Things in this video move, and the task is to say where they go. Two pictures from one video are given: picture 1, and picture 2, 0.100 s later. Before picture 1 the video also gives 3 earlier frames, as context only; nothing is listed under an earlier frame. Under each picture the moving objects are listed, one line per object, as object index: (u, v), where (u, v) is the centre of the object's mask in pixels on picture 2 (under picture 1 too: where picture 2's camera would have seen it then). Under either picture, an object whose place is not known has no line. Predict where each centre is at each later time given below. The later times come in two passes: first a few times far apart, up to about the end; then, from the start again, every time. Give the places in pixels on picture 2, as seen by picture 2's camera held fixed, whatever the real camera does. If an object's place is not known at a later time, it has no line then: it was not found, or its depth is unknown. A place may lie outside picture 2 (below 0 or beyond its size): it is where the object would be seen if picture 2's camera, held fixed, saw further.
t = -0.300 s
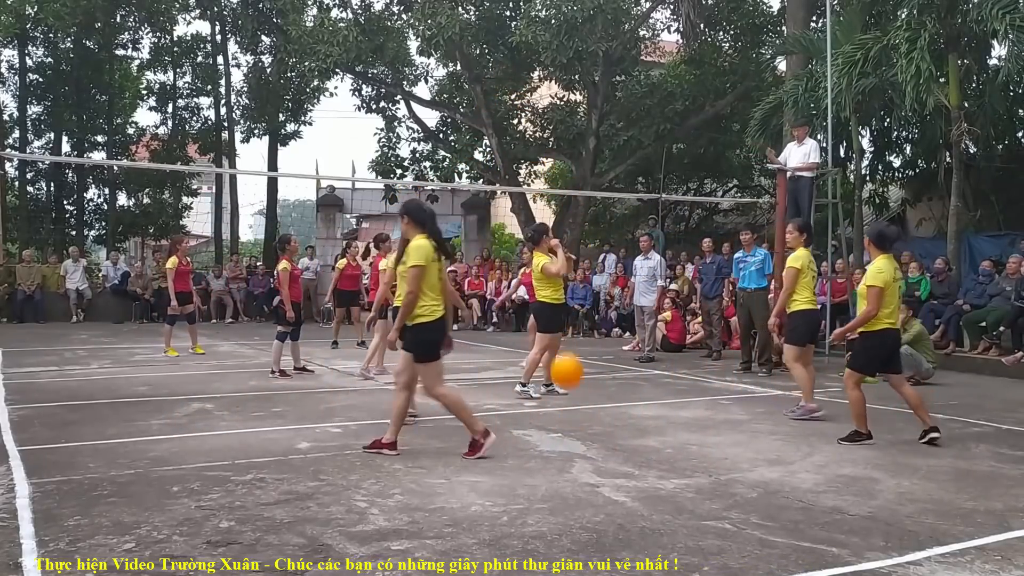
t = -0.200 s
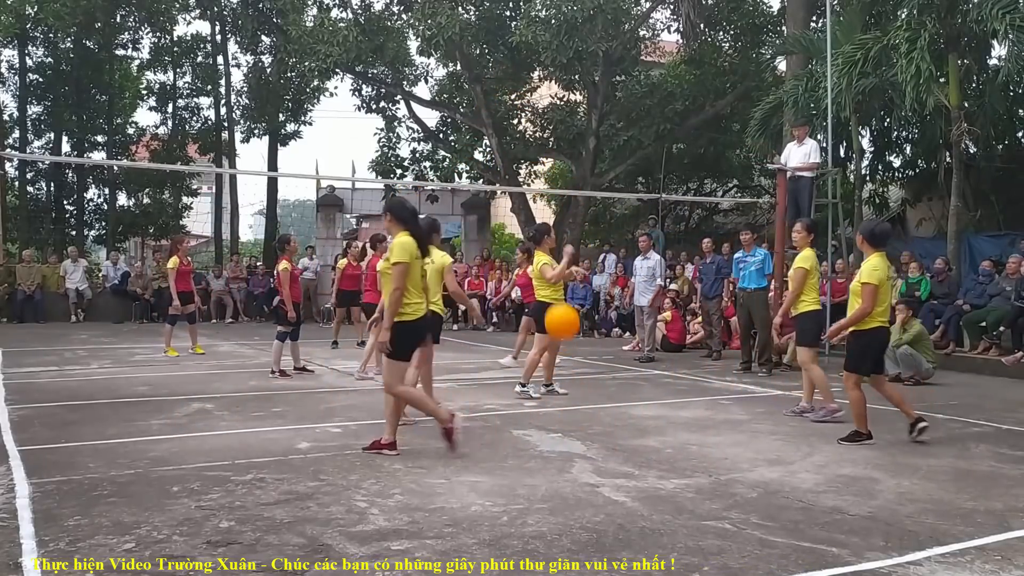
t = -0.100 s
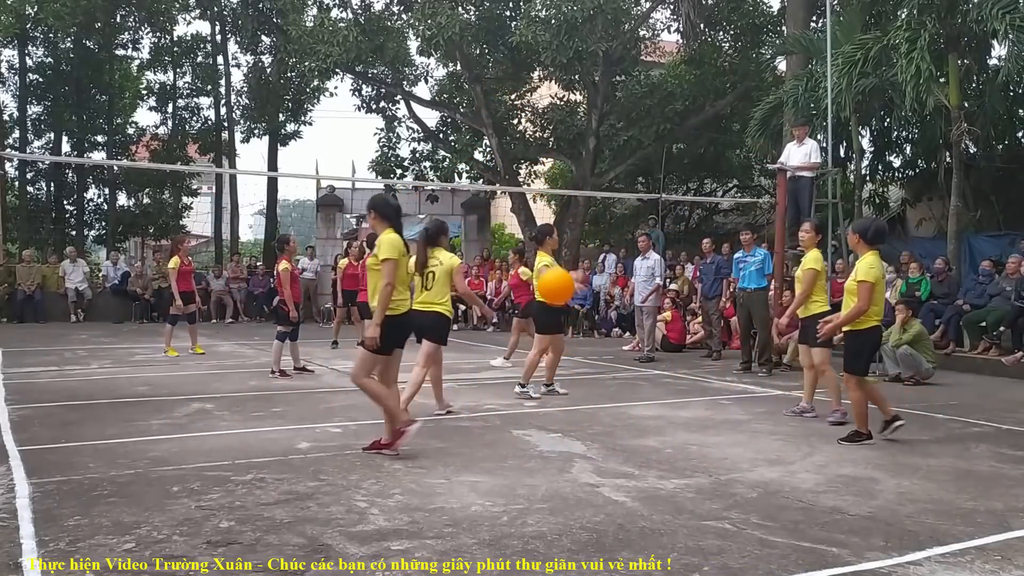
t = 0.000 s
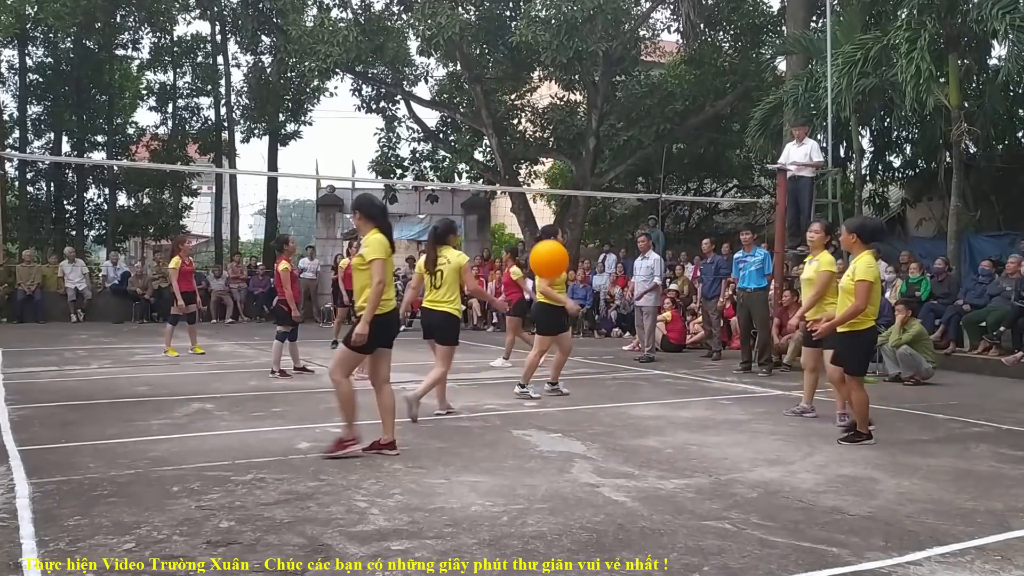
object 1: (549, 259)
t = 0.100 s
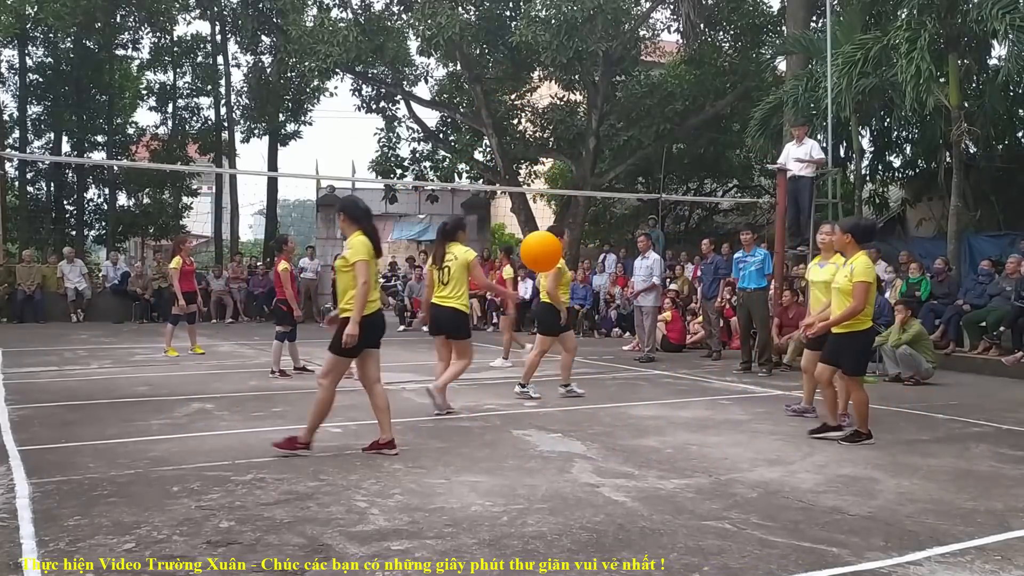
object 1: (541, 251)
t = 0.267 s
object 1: (526, 275)
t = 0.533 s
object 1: (491, 475)
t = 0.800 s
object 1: (454, 406)
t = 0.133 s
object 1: (538, 253)
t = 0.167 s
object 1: (535, 255)
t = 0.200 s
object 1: (532, 259)
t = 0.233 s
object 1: (529, 265)
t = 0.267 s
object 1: (526, 275)
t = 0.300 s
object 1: (522, 290)
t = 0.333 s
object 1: (518, 307)
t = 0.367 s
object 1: (514, 325)
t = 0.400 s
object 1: (510, 345)
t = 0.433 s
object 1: (506, 371)
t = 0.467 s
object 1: (501, 403)
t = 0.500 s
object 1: (496, 437)
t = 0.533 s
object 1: (491, 475)
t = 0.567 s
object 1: (486, 523)
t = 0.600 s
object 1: (481, 546)
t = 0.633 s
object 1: (477, 520)
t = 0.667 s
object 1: (473, 492)
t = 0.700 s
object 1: (469, 466)
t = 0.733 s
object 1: (464, 444)
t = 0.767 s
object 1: (460, 423)
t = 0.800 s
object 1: (454, 406)
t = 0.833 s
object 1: (449, 389)
